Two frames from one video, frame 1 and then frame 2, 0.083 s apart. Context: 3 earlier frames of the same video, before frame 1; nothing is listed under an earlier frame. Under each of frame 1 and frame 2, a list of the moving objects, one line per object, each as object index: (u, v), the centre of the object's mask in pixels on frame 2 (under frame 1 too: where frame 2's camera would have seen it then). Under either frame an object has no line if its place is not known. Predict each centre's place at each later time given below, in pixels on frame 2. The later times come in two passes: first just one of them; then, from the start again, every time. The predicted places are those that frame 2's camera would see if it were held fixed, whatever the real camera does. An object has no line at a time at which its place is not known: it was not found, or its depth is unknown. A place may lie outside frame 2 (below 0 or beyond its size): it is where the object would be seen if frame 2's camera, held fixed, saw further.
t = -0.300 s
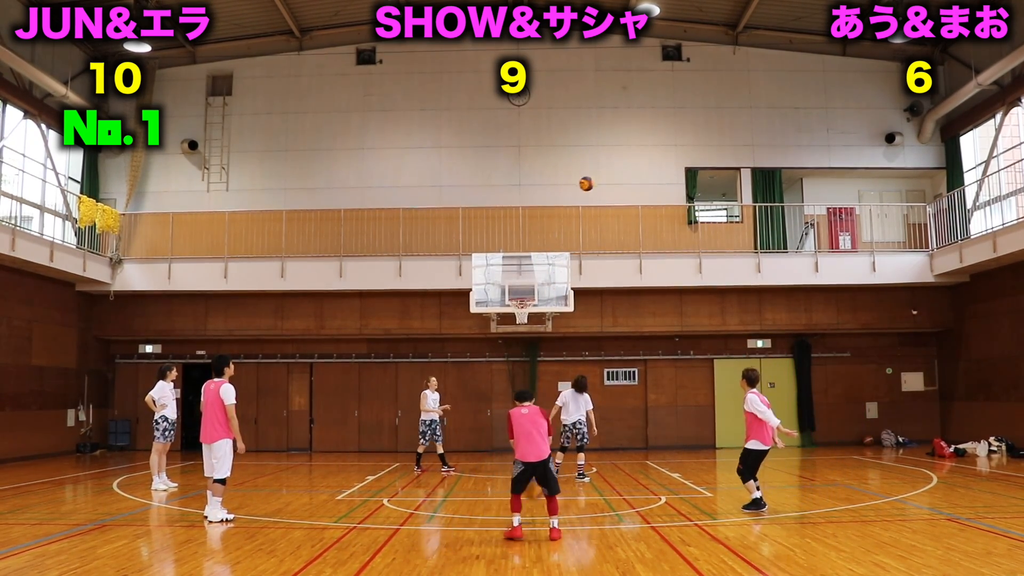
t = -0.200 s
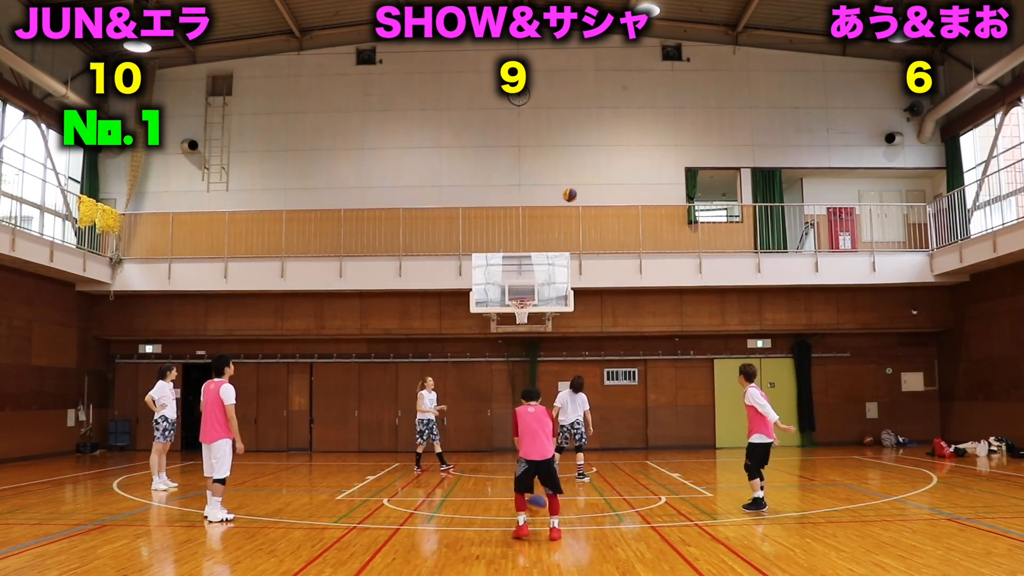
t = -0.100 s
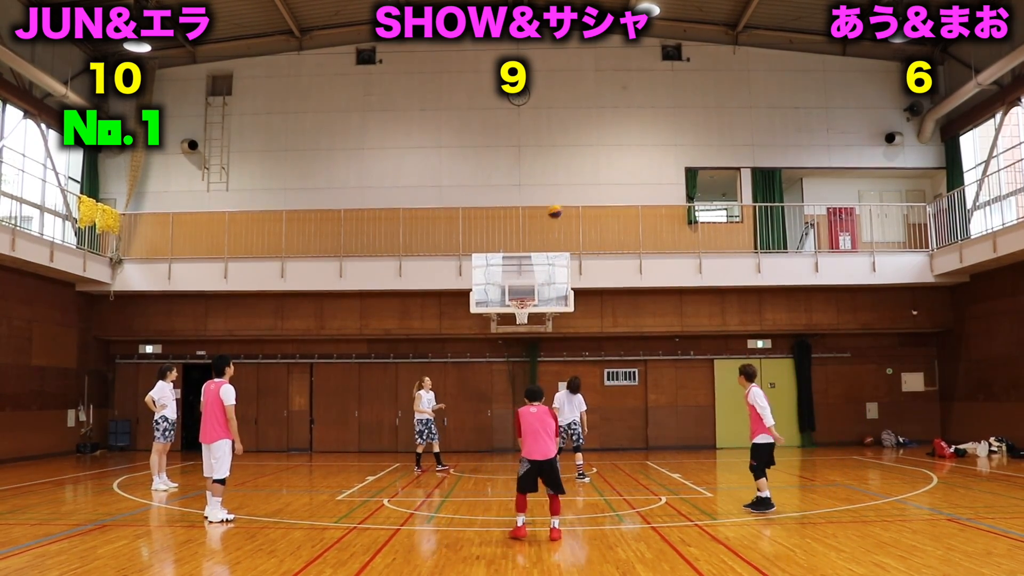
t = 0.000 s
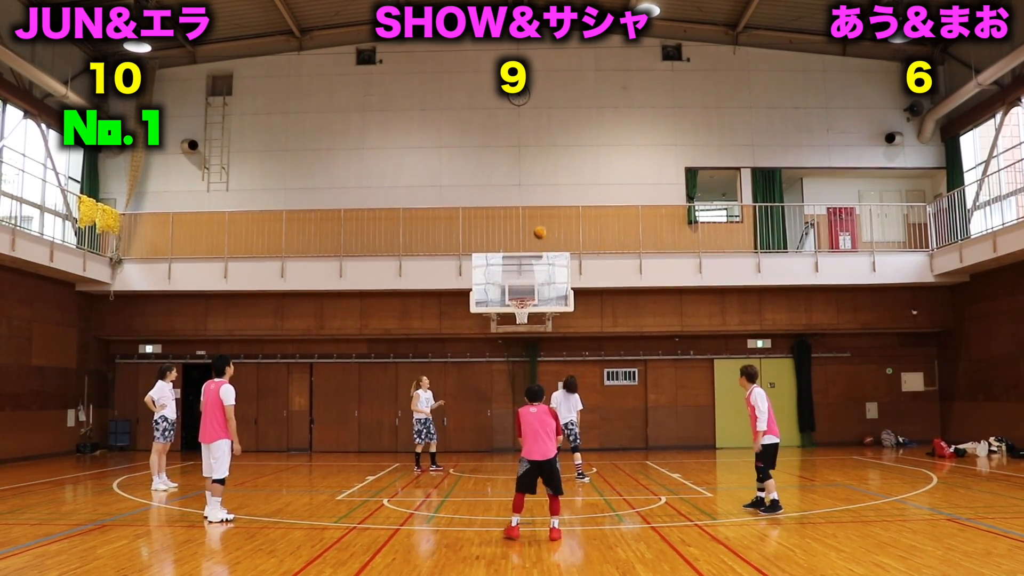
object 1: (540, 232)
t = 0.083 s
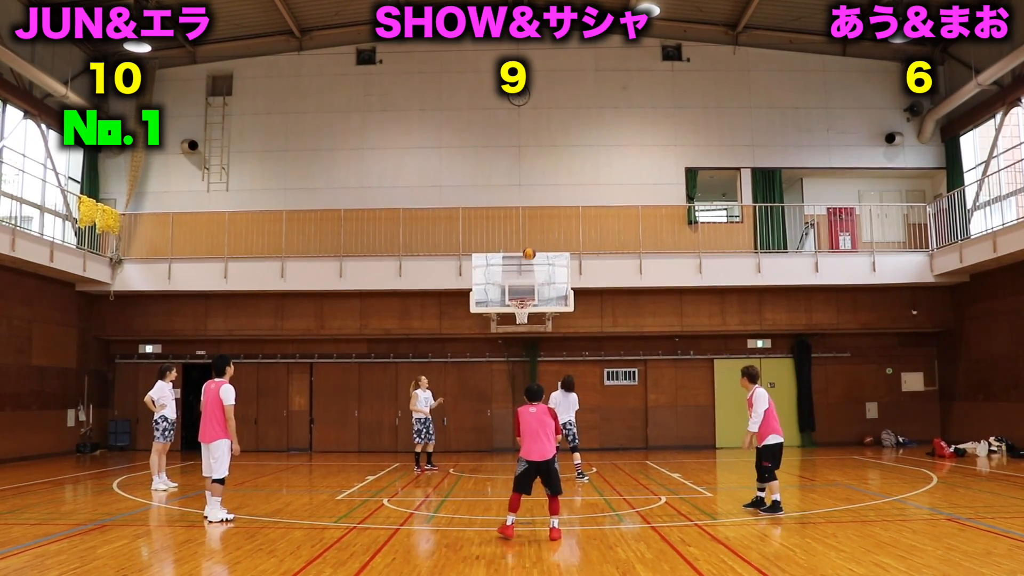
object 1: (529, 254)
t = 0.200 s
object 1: (514, 288)
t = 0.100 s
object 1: (527, 258)
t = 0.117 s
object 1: (525, 262)
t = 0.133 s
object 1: (522, 268)
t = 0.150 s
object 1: (520, 272)
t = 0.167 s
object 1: (519, 277)
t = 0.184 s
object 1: (516, 282)
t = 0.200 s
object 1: (514, 288)
